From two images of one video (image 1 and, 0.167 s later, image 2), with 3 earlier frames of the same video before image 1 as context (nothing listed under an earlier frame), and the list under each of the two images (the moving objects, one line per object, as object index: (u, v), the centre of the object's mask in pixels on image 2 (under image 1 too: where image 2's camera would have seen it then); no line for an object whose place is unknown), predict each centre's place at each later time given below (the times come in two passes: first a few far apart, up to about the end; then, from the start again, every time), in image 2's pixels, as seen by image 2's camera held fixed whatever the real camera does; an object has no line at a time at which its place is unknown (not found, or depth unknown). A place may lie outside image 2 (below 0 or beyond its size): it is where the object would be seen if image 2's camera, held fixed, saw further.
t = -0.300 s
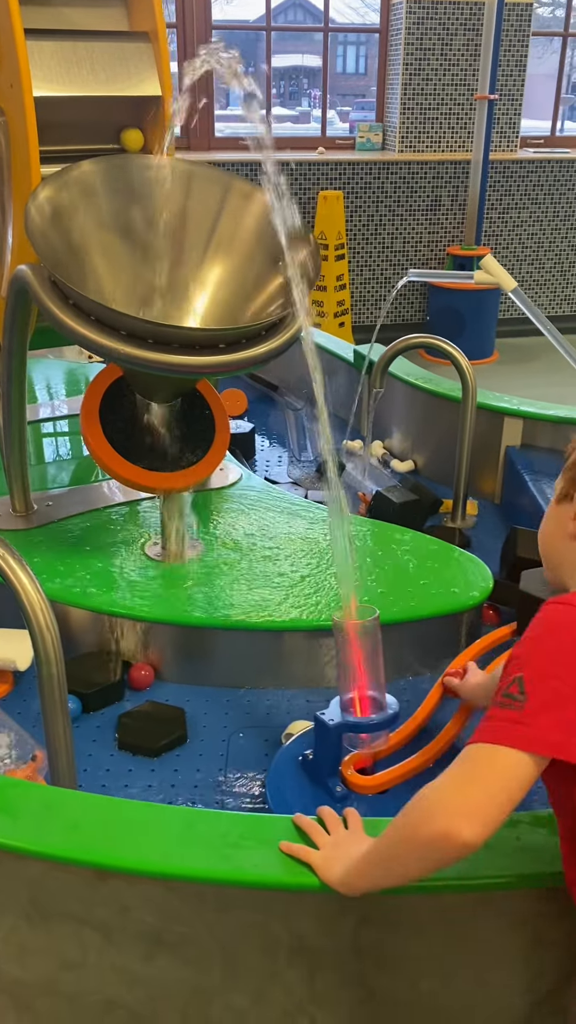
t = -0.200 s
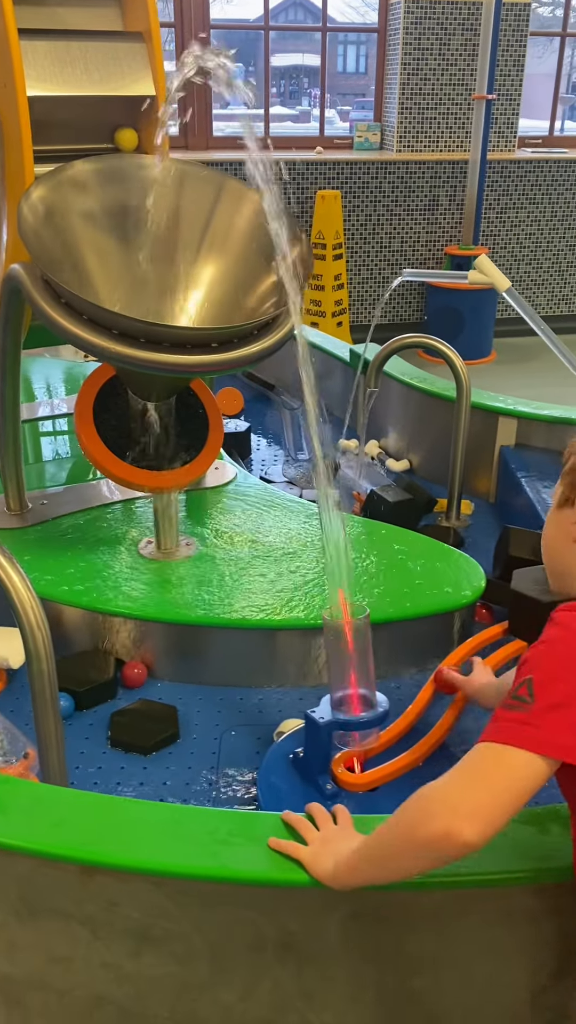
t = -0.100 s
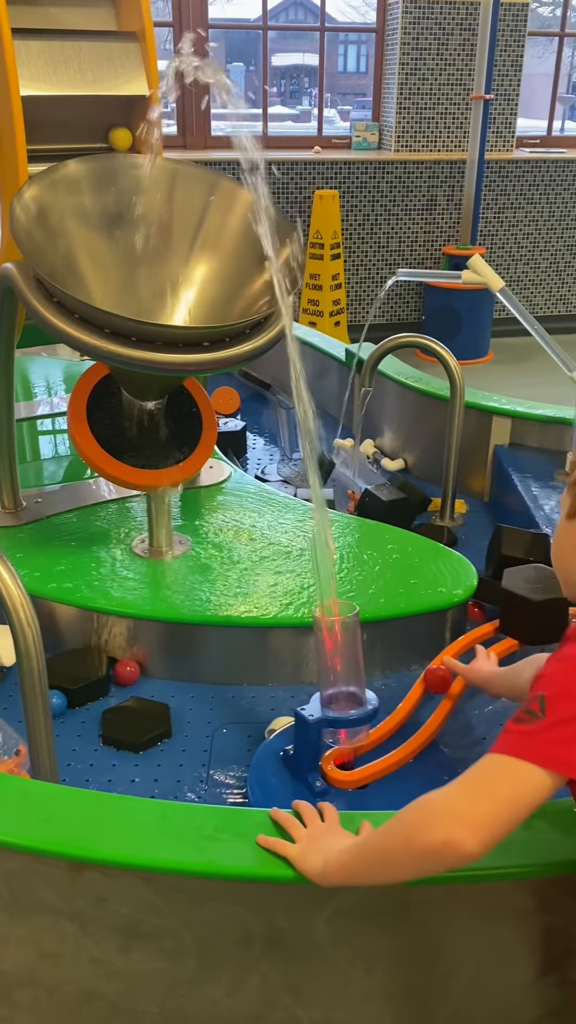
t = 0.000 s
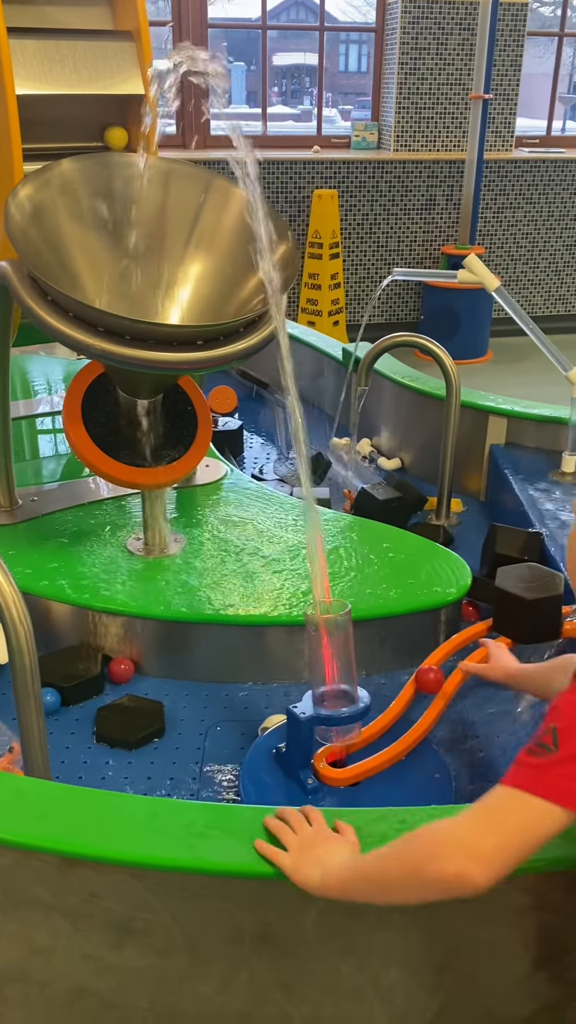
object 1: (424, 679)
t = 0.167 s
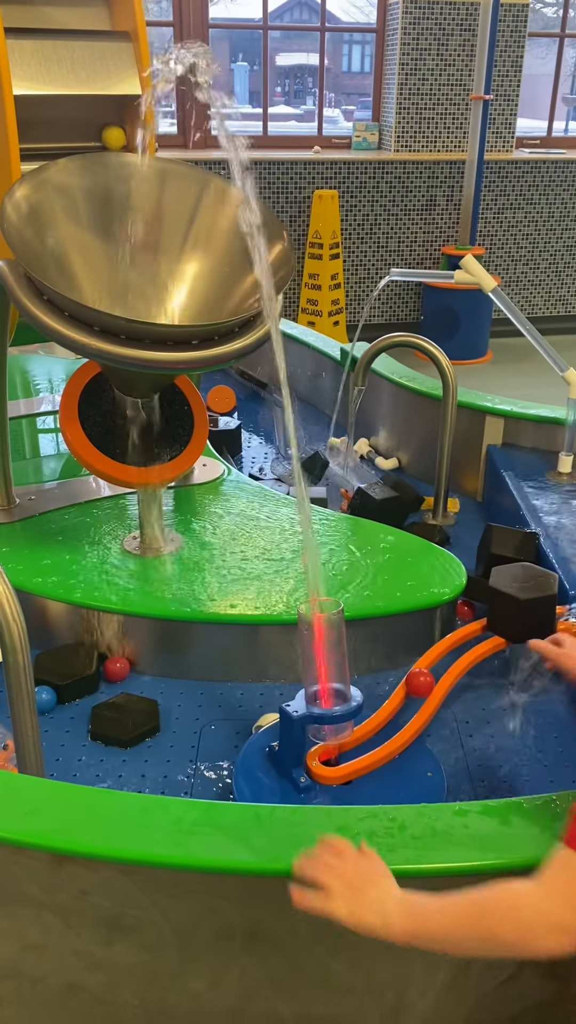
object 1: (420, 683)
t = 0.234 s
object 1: (418, 685)
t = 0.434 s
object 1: (414, 690)
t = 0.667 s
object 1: (408, 698)
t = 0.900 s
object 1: (397, 712)
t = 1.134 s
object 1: (380, 727)
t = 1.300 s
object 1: (364, 737)
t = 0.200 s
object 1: (419, 684)
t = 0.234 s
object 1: (418, 685)
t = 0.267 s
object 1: (418, 686)
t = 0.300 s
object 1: (417, 686)
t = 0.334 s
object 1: (416, 687)
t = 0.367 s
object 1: (415, 688)
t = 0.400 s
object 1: (415, 689)
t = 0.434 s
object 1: (414, 690)
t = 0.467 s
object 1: (414, 691)
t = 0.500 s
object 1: (413, 692)
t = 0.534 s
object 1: (412, 693)
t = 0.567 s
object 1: (411, 694)
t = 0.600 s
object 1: (410, 696)
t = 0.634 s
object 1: (409, 697)
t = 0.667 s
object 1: (408, 698)
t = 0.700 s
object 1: (408, 700)
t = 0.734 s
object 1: (406, 702)
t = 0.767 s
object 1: (405, 703)
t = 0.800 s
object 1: (403, 706)
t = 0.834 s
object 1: (401, 708)
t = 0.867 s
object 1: (399, 710)
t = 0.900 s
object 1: (397, 712)
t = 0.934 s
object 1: (395, 714)
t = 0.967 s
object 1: (393, 716)
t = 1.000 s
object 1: (391, 719)
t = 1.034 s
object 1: (388, 721)
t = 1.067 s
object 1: (386, 723)
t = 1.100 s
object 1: (383, 725)
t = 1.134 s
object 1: (380, 727)
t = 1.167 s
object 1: (378, 729)
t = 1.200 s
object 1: (374, 731)
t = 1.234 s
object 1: (371, 733)
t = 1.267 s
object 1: (368, 735)
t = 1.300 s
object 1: (364, 737)
